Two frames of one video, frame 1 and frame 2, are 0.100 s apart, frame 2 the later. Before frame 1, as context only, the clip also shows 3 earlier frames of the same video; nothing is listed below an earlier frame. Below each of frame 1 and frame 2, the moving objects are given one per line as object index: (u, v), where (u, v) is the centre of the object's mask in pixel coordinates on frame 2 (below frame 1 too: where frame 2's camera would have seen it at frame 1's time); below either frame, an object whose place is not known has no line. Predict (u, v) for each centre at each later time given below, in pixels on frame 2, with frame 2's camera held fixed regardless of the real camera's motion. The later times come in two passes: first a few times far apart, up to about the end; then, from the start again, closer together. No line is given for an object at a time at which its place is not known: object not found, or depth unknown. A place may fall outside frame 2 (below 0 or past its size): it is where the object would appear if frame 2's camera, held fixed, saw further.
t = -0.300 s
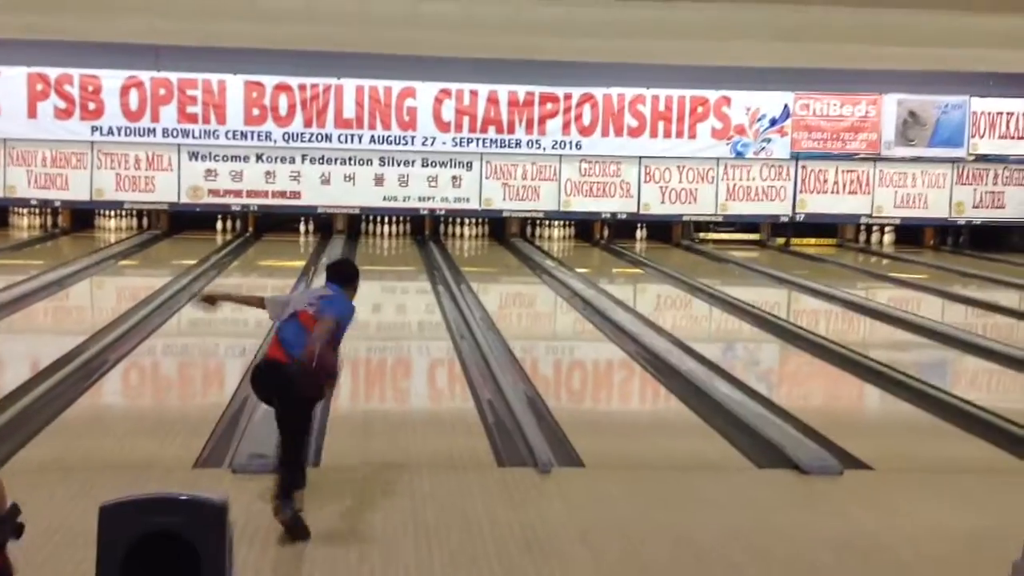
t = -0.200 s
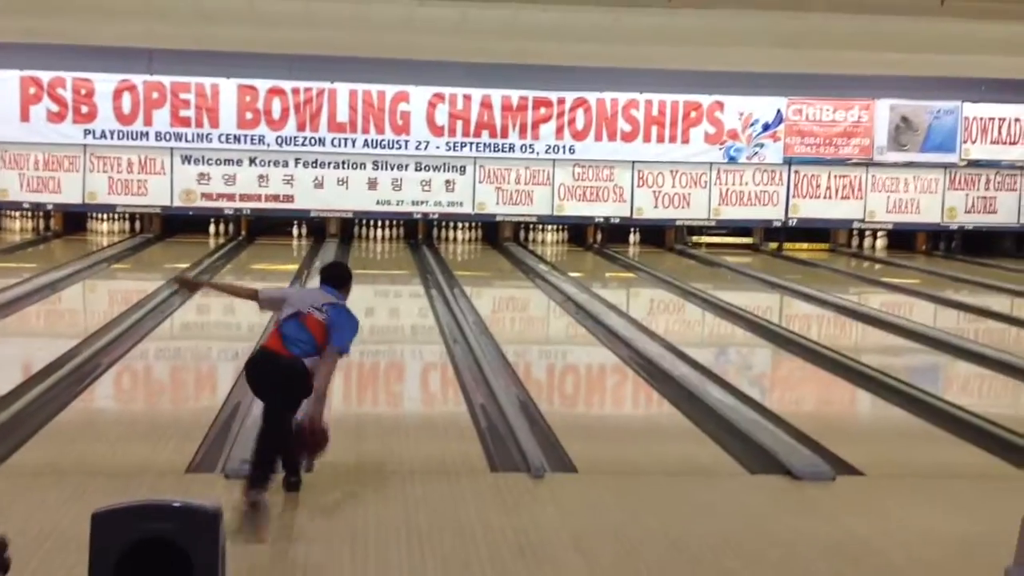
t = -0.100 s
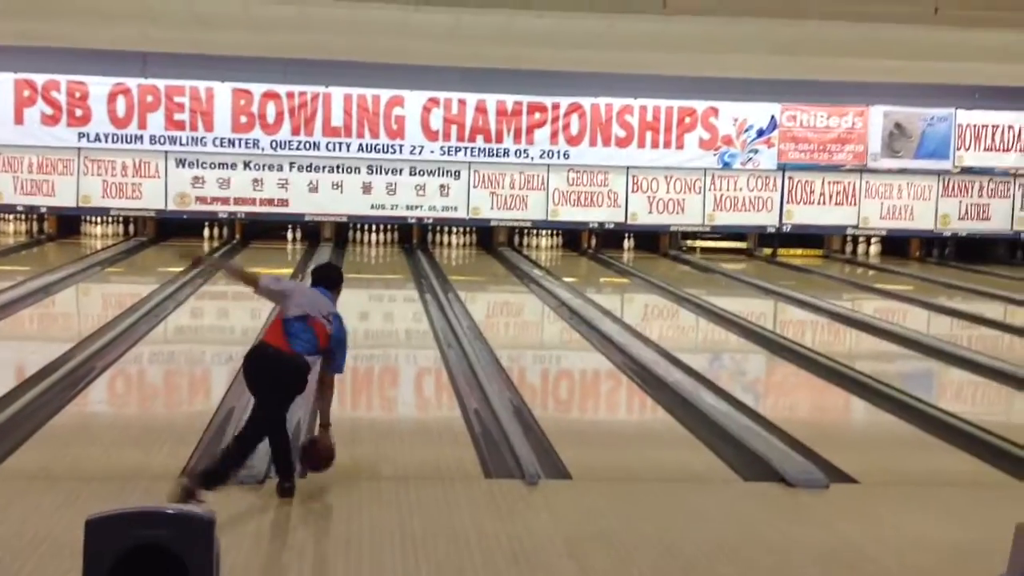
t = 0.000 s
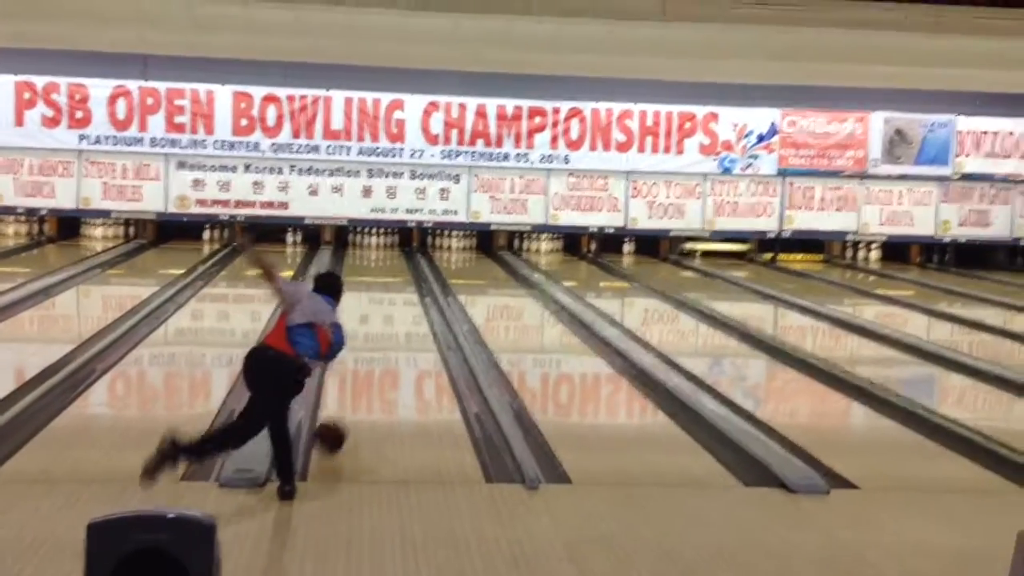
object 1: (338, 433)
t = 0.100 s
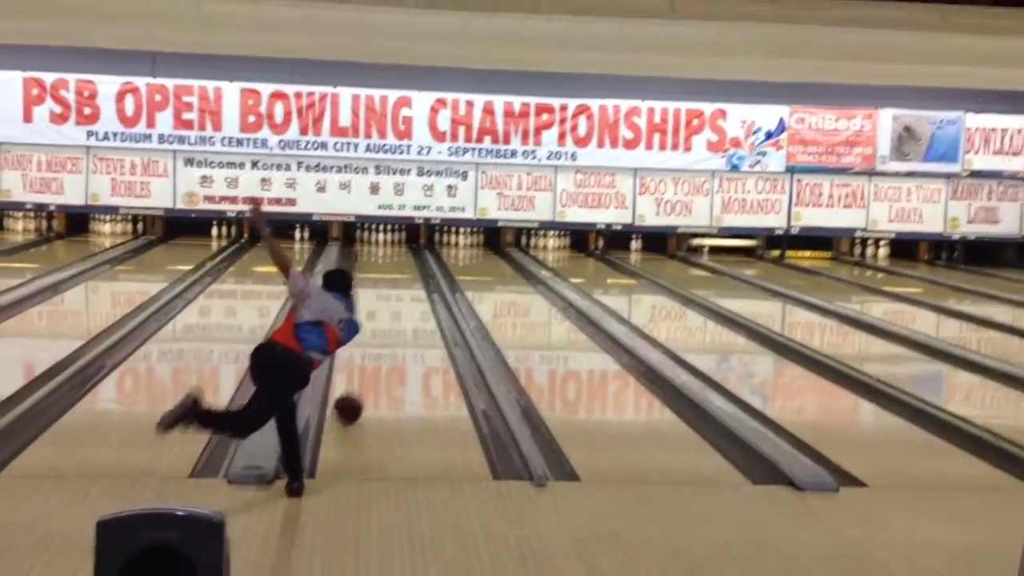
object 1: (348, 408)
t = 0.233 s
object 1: (359, 381)
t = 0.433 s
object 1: (371, 349)
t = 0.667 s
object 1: (381, 323)
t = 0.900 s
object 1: (388, 300)
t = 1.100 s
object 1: (392, 287)
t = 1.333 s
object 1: (395, 274)
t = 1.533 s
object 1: (395, 265)
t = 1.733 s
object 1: (394, 254)
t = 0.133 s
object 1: (351, 401)
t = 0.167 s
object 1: (354, 394)
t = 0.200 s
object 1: (356, 388)
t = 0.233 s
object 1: (359, 381)
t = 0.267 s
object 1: (361, 375)
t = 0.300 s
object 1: (363, 370)
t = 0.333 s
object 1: (365, 364)
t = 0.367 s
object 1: (367, 359)
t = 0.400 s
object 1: (369, 355)
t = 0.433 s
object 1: (371, 349)
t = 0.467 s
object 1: (375, 345)
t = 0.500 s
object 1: (376, 341)
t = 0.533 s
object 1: (377, 337)
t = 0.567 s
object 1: (377, 333)
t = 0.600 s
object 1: (379, 330)
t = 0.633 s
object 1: (380, 326)
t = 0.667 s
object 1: (381, 323)
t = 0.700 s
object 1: (382, 319)
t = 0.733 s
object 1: (383, 316)
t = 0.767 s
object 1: (385, 313)
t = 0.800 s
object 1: (385, 310)
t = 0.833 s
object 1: (386, 307)
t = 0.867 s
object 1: (387, 303)
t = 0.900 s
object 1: (388, 300)
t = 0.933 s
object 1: (389, 299)
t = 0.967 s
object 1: (389, 294)
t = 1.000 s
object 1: (390, 294)
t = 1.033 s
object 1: (391, 292)
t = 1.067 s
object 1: (391, 290)
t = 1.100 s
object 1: (392, 287)
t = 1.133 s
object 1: (392, 285)
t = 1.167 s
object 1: (393, 284)
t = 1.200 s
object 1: (393, 281)
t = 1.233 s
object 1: (393, 280)
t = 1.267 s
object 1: (394, 278)
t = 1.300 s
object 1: (394, 276)
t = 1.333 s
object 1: (395, 274)
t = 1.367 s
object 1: (395, 273)
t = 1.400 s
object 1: (395, 271)
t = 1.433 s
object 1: (395, 269)
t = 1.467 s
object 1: (395, 268)
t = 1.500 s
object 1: (395, 266)
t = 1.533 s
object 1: (395, 265)
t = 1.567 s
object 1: (396, 263)
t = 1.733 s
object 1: (394, 254)
